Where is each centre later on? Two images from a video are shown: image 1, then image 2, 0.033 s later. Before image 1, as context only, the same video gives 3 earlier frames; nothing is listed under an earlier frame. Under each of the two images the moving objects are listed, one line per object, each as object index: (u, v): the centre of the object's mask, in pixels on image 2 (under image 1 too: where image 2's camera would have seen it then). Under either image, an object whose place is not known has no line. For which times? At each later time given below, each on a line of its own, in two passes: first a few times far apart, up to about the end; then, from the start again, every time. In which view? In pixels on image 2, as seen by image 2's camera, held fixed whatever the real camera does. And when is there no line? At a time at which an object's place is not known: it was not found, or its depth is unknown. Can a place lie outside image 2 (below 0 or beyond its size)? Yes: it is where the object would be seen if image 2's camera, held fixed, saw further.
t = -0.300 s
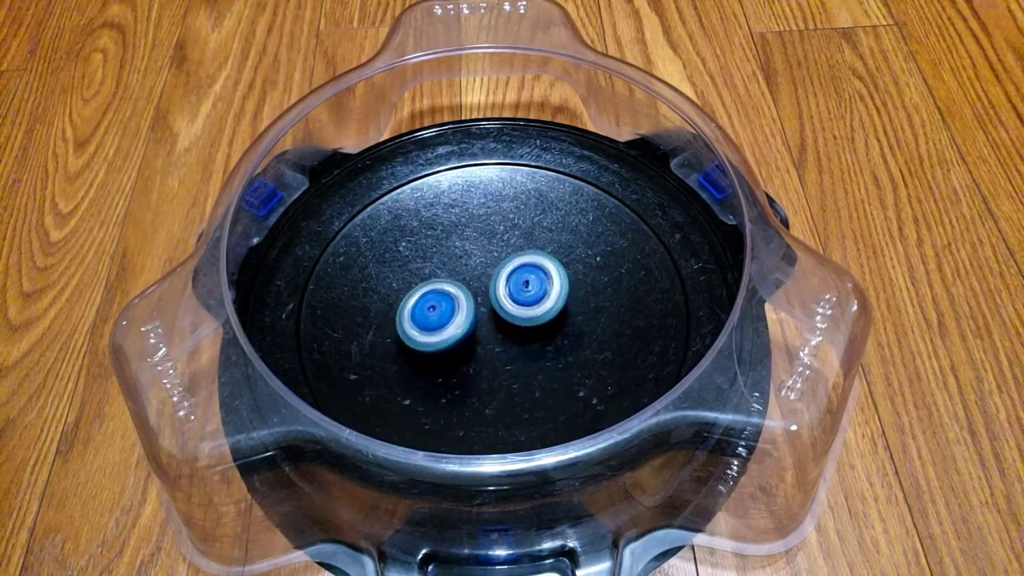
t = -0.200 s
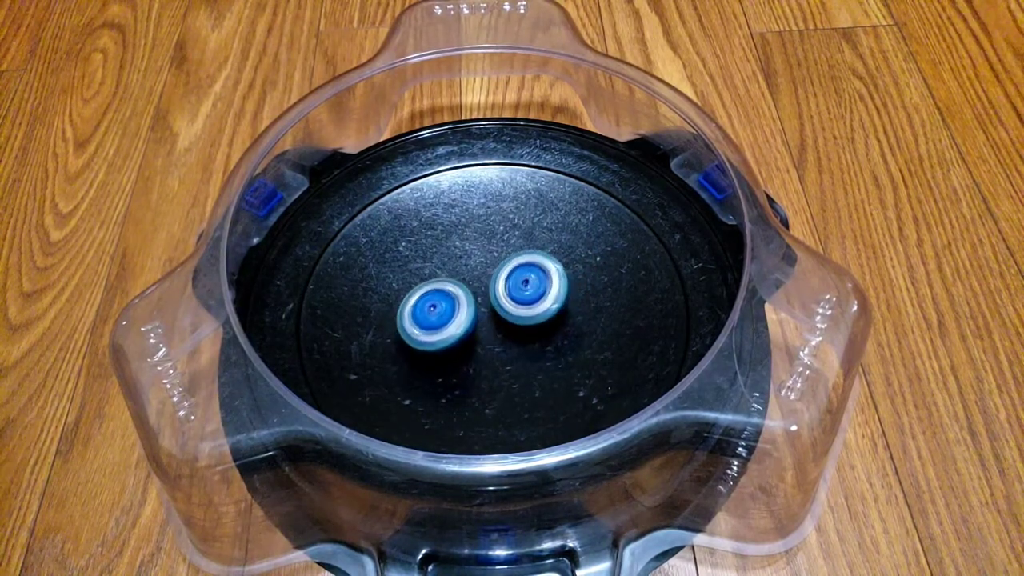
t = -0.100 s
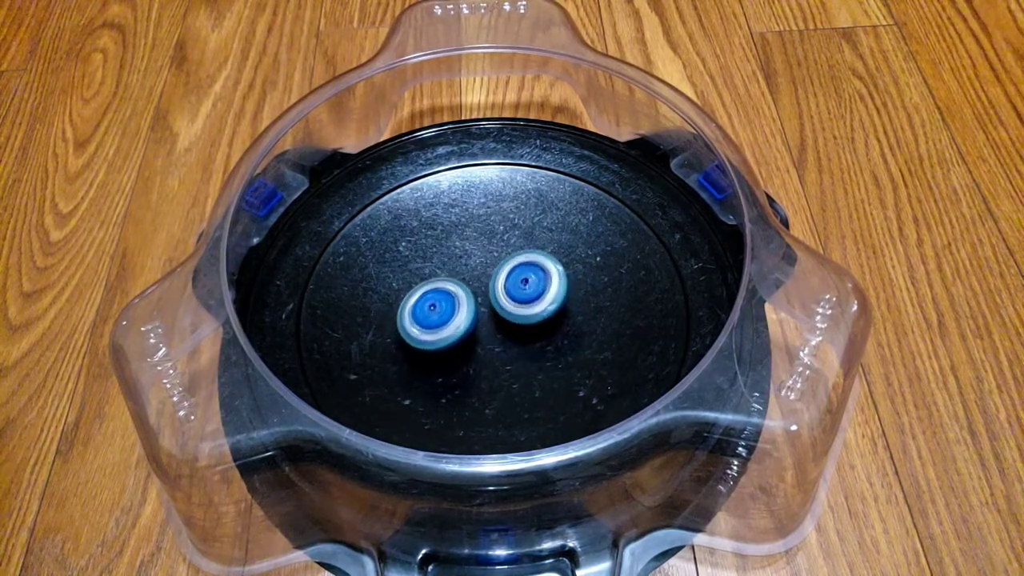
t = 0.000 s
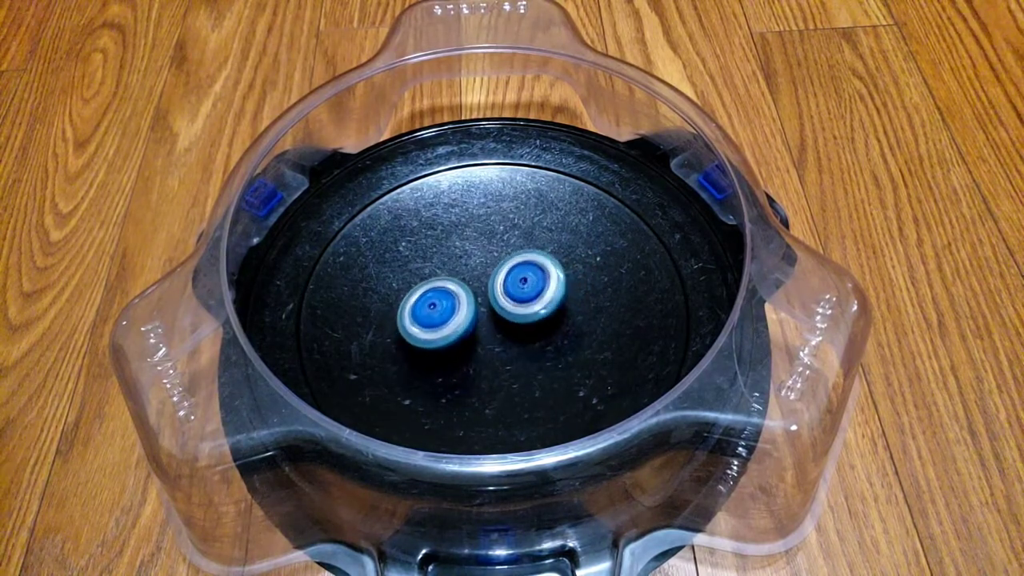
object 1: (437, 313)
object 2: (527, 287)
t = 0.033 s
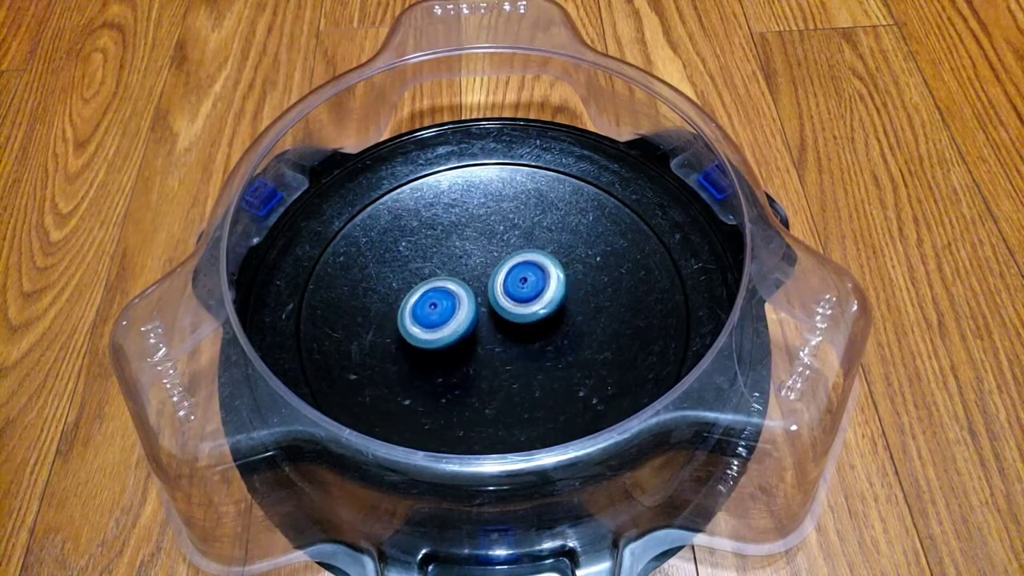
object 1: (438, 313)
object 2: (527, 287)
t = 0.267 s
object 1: (438, 313)
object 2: (526, 286)
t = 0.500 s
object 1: (439, 311)
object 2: (525, 285)
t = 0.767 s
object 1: (440, 310)
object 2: (524, 285)
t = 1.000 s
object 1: (441, 308)
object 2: (523, 285)
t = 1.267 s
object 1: (443, 307)
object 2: (524, 284)
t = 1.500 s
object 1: (444, 307)
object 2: (525, 284)
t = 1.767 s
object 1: (446, 307)
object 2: (527, 284)
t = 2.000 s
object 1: (447, 307)
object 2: (530, 284)
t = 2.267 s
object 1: (449, 307)
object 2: (534, 287)
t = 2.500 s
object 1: (450, 309)
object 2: (536, 289)
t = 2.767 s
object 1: (450, 310)
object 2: (537, 294)
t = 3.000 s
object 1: (452, 310)
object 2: (535, 298)
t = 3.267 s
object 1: (412, 311)
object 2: (584, 286)
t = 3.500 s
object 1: (423, 314)
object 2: (562, 286)
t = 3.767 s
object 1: (433, 319)
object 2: (552, 280)
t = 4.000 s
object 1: (437, 321)
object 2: (548, 277)
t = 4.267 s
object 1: (440, 323)
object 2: (545, 275)
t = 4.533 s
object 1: (443, 324)
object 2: (545, 276)
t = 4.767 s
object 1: (445, 325)
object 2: (537, 281)
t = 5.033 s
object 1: (444, 326)
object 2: (512, 290)
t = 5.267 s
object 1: (419, 328)
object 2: (524, 308)
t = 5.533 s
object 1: (419, 326)
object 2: (525, 317)
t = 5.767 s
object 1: (418, 325)
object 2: (524, 323)
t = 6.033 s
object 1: (418, 323)
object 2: (517, 327)
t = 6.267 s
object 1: (419, 322)
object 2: (506, 327)
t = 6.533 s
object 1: (422, 322)
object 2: (500, 321)
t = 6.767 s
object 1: (423, 320)
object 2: (499, 314)
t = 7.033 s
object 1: (426, 316)
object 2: (510, 315)
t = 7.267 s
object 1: (428, 317)
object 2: (520, 314)
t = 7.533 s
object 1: (433, 320)
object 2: (525, 316)
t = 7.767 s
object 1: (443, 314)
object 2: (528, 320)
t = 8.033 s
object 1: (446, 307)
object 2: (524, 333)
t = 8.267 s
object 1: (442, 306)
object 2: (526, 319)
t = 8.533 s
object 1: (408, 277)
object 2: (620, 331)
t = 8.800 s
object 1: (418, 281)
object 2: (582, 317)
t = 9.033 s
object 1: (427, 286)
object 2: (496, 305)
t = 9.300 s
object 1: (432, 277)
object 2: (493, 320)
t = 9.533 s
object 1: (441, 292)
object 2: (516, 330)
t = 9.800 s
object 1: (444, 306)
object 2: (519, 334)
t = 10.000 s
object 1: (452, 300)
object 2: (517, 334)
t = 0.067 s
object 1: (437, 313)
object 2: (527, 286)
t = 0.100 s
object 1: (438, 313)
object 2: (527, 286)
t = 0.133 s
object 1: (438, 313)
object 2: (527, 286)
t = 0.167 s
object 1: (438, 313)
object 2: (527, 286)
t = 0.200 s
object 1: (438, 314)
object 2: (527, 286)
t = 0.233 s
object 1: (438, 313)
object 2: (526, 286)
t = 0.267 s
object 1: (438, 313)
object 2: (526, 286)
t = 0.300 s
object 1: (438, 313)
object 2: (526, 285)
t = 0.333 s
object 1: (438, 313)
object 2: (525, 285)
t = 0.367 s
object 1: (438, 313)
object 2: (525, 285)
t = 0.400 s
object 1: (438, 313)
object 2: (525, 285)
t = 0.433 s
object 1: (438, 312)
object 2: (525, 285)
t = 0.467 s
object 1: (439, 312)
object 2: (525, 285)
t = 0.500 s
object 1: (439, 311)
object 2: (525, 285)
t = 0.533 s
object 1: (439, 311)
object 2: (525, 285)
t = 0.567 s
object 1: (439, 311)
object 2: (525, 285)
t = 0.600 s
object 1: (439, 310)
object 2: (524, 285)
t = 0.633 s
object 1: (439, 311)
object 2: (524, 285)
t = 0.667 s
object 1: (439, 310)
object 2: (524, 285)
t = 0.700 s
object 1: (440, 310)
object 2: (524, 285)
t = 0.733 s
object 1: (440, 310)
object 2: (524, 285)
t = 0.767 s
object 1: (440, 310)
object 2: (524, 285)
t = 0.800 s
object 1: (440, 310)
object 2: (524, 285)
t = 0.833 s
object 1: (440, 310)
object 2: (524, 284)
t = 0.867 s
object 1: (440, 309)
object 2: (524, 285)
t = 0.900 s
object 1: (440, 309)
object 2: (523, 285)
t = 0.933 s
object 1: (441, 309)
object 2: (523, 285)
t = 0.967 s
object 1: (441, 309)
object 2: (523, 285)
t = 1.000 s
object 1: (441, 308)
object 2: (523, 285)
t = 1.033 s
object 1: (442, 308)
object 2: (523, 285)
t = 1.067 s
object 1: (441, 309)
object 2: (524, 284)
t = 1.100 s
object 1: (442, 308)
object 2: (524, 285)
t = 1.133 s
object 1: (442, 309)
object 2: (524, 285)
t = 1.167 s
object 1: (442, 308)
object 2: (524, 284)
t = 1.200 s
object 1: (442, 308)
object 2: (524, 284)
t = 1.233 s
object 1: (443, 308)
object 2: (524, 284)
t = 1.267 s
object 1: (443, 307)
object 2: (524, 284)
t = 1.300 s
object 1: (443, 308)
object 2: (524, 284)
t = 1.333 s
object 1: (443, 307)
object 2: (524, 284)
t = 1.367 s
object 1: (443, 308)
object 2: (524, 284)
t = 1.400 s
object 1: (443, 307)
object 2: (525, 284)
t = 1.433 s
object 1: (444, 307)
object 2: (525, 284)
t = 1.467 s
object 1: (444, 307)
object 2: (525, 284)
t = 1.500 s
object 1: (444, 307)
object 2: (525, 284)
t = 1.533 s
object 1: (444, 307)
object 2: (526, 283)
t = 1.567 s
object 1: (444, 307)
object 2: (526, 284)
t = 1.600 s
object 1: (445, 307)
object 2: (526, 284)
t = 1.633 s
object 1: (445, 307)
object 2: (526, 284)
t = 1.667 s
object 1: (445, 307)
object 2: (526, 284)
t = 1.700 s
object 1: (445, 307)
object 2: (526, 284)
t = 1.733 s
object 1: (446, 307)
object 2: (526, 284)
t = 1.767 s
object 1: (446, 307)
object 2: (527, 284)
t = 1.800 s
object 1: (446, 307)
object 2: (528, 284)
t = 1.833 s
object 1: (446, 307)
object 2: (528, 284)
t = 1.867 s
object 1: (447, 308)
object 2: (528, 284)
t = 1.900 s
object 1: (446, 307)
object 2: (529, 284)
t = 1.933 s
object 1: (446, 308)
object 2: (529, 284)
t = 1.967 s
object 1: (447, 307)
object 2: (530, 284)
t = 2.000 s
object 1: (447, 307)
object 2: (530, 284)
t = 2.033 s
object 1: (447, 307)
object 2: (530, 285)
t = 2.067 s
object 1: (447, 307)
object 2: (530, 284)
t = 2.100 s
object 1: (448, 308)
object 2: (531, 285)
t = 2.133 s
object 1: (448, 307)
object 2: (531, 285)
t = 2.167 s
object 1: (448, 307)
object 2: (532, 285)
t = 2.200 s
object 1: (448, 308)
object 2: (532, 286)
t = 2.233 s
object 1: (448, 307)
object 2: (533, 286)
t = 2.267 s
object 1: (449, 307)
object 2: (534, 287)
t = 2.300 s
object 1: (448, 308)
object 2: (534, 287)
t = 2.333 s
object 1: (449, 308)
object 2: (534, 287)
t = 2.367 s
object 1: (449, 308)
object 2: (534, 288)
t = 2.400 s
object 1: (449, 308)
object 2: (535, 288)
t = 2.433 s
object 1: (449, 308)
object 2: (535, 288)
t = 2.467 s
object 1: (450, 308)
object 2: (535, 288)
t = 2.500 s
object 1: (450, 309)
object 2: (536, 289)
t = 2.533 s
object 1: (450, 308)
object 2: (536, 289)
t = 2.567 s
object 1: (450, 309)
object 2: (536, 290)
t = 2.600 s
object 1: (450, 309)
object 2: (536, 290)
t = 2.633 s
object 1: (450, 309)
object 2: (536, 291)
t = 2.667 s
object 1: (450, 309)
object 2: (536, 292)
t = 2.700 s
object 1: (450, 309)
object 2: (536, 292)
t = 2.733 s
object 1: (451, 309)
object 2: (537, 293)
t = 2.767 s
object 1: (450, 310)
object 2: (537, 294)
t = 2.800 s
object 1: (451, 309)
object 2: (536, 294)
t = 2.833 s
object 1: (451, 310)
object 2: (536, 295)
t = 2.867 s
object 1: (451, 310)
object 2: (536, 295)
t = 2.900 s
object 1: (451, 310)
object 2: (536, 296)
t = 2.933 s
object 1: (452, 310)
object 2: (535, 297)
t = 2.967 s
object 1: (452, 310)
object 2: (535, 297)
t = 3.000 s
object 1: (452, 310)
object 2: (535, 298)
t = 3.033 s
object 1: (452, 310)
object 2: (535, 299)
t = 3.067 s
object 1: (453, 310)
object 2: (534, 299)
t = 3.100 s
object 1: (448, 310)
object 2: (539, 299)
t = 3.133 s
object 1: (430, 306)
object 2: (560, 299)
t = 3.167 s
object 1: (417, 306)
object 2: (574, 296)
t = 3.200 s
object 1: (412, 308)
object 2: (582, 292)
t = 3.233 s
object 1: (412, 311)
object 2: (584, 288)
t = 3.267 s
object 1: (412, 311)
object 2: (584, 286)
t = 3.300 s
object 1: (413, 311)
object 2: (582, 288)
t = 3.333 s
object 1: (415, 312)
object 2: (579, 289)
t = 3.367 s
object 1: (417, 312)
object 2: (575, 288)
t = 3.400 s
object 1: (419, 313)
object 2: (571, 287)
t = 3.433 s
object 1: (420, 313)
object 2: (568, 287)
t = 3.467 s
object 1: (421, 314)
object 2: (565, 287)
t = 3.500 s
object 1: (423, 314)
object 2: (562, 286)
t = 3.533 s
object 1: (425, 313)
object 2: (560, 285)
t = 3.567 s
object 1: (426, 314)
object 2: (558, 284)
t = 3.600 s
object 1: (427, 315)
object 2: (557, 283)
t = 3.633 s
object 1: (428, 315)
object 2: (555, 283)
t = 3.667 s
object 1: (429, 316)
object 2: (555, 282)
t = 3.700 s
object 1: (430, 317)
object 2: (554, 282)
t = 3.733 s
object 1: (431, 318)
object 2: (553, 281)
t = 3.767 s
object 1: (433, 319)
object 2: (552, 280)
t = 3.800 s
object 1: (434, 320)
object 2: (551, 280)
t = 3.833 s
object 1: (436, 320)
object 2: (550, 279)
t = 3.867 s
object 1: (436, 320)
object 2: (550, 278)
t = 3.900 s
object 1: (437, 321)
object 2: (549, 278)
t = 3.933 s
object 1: (437, 321)
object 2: (549, 277)
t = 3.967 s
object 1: (437, 321)
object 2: (548, 277)
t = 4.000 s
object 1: (437, 321)
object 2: (548, 277)
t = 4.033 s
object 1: (438, 321)
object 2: (547, 277)
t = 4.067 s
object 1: (438, 321)
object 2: (547, 277)
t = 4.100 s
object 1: (439, 322)
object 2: (546, 277)
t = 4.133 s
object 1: (439, 322)
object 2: (546, 276)
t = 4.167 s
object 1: (439, 323)
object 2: (546, 276)
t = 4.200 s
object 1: (439, 323)
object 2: (545, 275)
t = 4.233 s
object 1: (439, 323)
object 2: (545, 275)
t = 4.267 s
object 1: (440, 323)
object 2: (545, 275)
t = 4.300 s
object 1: (441, 323)
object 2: (545, 275)
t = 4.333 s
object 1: (441, 323)
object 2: (545, 275)
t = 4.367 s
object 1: (442, 324)
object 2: (545, 274)
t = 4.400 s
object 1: (442, 324)
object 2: (545, 275)
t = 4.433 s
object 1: (442, 324)
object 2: (545, 275)
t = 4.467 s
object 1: (442, 324)
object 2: (545, 275)
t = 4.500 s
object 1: (442, 324)
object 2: (545, 275)
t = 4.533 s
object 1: (443, 324)
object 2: (545, 276)
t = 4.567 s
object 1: (444, 324)
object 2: (545, 276)
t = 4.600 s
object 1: (444, 324)
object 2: (545, 276)
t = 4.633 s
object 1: (445, 325)
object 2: (544, 276)
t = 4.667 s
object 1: (445, 325)
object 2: (543, 277)
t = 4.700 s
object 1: (445, 325)
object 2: (541, 277)
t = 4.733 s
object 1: (445, 325)
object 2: (538, 279)
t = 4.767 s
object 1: (445, 325)
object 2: (537, 281)
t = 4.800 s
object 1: (445, 326)
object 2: (533, 284)
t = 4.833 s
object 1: (445, 326)
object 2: (528, 287)
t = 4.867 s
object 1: (444, 326)
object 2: (524, 289)
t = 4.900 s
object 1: (444, 326)
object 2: (521, 289)
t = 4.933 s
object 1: (444, 326)
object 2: (519, 289)
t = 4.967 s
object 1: (444, 326)
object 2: (517, 290)
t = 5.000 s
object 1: (444, 326)
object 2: (514, 290)
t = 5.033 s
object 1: (444, 326)
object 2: (512, 290)
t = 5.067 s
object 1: (444, 327)
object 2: (509, 291)
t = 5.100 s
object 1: (438, 329)
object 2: (510, 290)
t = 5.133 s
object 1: (435, 329)
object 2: (512, 291)
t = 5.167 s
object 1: (435, 328)
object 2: (511, 297)
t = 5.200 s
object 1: (436, 328)
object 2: (511, 299)
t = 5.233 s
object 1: (429, 330)
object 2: (516, 304)
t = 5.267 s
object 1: (419, 328)
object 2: (524, 308)
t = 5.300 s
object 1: (415, 326)
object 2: (526, 313)
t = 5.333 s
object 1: (417, 324)
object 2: (525, 315)
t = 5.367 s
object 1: (419, 325)
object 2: (523, 315)
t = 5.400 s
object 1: (419, 326)
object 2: (524, 315)
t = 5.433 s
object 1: (419, 326)
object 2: (525, 315)
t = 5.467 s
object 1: (419, 325)
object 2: (525, 315)
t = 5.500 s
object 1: (419, 325)
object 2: (525, 316)
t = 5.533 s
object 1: (419, 326)
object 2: (525, 317)
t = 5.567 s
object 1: (418, 325)
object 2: (526, 318)
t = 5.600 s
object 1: (418, 325)
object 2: (526, 318)
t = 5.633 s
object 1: (418, 325)
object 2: (526, 319)
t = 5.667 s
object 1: (418, 325)
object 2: (526, 320)
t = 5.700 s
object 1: (418, 325)
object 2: (526, 321)
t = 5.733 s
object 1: (418, 325)
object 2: (525, 322)
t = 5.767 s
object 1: (418, 325)
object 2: (524, 323)
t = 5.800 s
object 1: (418, 324)
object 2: (524, 323)
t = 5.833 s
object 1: (418, 325)
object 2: (524, 325)
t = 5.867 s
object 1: (418, 324)
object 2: (523, 325)
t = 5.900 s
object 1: (418, 324)
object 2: (522, 325)
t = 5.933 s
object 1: (418, 324)
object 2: (521, 326)
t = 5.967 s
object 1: (418, 323)
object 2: (520, 327)
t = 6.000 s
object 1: (418, 323)
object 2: (518, 327)
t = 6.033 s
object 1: (418, 323)
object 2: (517, 327)
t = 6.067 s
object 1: (418, 323)
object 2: (516, 328)
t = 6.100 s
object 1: (419, 323)
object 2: (514, 329)
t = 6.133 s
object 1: (419, 323)
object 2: (512, 328)
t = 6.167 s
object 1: (419, 323)
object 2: (510, 328)
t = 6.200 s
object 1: (419, 323)
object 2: (509, 328)
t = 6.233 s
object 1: (419, 322)
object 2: (508, 328)
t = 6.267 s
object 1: (419, 322)
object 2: (506, 327)
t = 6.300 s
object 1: (420, 322)
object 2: (505, 327)
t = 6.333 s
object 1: (420, 322)
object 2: (504, 327)
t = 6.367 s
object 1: (420, 322)
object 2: (503, 325)
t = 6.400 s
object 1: (420, 322)
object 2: (503, 325)
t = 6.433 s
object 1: (420, 322)
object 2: (501, 325)
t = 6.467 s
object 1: (421, 322)
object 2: (500, 323)
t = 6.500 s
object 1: (421, 322)
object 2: (500, 322)
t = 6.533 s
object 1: (422, 322)
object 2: (500, 321)
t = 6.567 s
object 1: (422, 322)
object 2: (500, 320)
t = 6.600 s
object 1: (422, 321)
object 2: (499, 319)
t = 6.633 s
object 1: (422, 321)
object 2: (499, 318)
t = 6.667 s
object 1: (423, 321)
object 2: (499, 317)
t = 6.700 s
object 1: (423, 321)
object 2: (500, 317)
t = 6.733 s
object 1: (423, 320)
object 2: (499, 316)
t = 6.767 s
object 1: (423, 320)
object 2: (499, 314)
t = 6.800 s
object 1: (423, 319)
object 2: (500, 313)
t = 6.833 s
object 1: (424, 318)
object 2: (502, 313)
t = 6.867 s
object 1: (424, 317)
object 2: (503, 314)
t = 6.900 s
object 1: (423, 317)
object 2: (503, 314)
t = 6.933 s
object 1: (420, 316)
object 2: (509, 316)
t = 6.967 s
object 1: (422, 316)
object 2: (512, 317)
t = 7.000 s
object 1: (425, 315)
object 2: (511, 316)
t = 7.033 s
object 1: (426, 316)
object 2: (510, 315)
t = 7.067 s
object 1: (425, 316)
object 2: (513, 315)
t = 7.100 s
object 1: (423, 316)
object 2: (517, 315)
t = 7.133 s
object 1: (425, 317)
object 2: (516, 317)
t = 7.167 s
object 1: (426, 317)
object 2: (515, 316)
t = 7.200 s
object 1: (427, 317)
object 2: (515, 315)
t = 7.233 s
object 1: (427, 317)
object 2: (518, 314)
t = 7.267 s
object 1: (428, 317)
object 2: (520, 314)
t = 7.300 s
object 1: (428, 318)
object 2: (521, 315)
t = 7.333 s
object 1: (428, 318)
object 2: (520, 315)
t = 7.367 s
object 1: (429, 319)
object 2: (522, 315)
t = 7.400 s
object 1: (429, 320)
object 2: (522, 314)
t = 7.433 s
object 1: (429, 320)
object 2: (522, 315)
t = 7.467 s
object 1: (431, 320)
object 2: (523, 315)
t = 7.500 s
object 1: (432, 320)
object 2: (525, 315)
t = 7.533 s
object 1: (433, 320)
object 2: (525, 316)
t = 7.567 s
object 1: (434, 319)
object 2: (525, 316)
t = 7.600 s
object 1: (434, 319)
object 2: (526, 316)
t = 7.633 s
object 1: (435, 319)
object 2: (527, 317)
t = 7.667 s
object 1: (437, 318)
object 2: (527, 318)
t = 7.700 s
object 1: (439, 317)
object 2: (526, 319)
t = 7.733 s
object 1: (441, 316)
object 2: (526, 319)
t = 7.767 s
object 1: (443, 314)
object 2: (528, 320)
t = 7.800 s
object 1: (445, 313)
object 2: (528, 321)
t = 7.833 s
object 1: (445, 313)
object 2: (528, 324)
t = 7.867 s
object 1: (445, 313)
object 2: (527, 326)
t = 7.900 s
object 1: (446, 313)
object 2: (527, 328)
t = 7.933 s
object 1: (446, 311)
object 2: (526, 330)
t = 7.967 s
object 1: (444, 308)
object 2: (527, 334)
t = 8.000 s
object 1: (444, 308)
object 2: (526, 332)
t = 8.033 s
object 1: (446, 307)
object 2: (524, 333)
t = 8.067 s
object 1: (444, 306)
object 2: (526, 333)
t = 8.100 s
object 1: (444, 302)
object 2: (528, 331)
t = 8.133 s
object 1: (445, 302)
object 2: (529, 330)
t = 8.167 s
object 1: (446, 303)
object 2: (530, 322)
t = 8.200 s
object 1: (445, 305)
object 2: (529, 319)
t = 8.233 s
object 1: (443, 306)
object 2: (528, 317)
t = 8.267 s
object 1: (442, 306)
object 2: (526, 319)
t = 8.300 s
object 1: (441, 306)
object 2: (523, 321)
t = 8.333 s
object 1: (421, 295)
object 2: (540, 327)
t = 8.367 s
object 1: (407, 287)
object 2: (560, 335)
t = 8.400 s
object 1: (399, 281)
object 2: (577, 337)
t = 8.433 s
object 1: (397, 278)
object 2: (593, 337)
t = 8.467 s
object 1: (402, 277)
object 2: (607, 332)
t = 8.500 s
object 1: (405, 277)
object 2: (618, 331)
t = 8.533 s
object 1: (408, 277)
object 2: (620, 331)
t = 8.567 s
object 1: (411, 277)
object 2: (617, 329)
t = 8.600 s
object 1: (413, 277)
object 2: (612, 329)
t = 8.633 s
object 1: (415, 278)
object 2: (607, 321)
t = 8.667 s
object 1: (416, 279)
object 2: (605, 315)
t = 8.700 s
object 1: (416, 280)
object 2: (601, 312)
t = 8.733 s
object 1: (416, 280)
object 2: (598, 311)
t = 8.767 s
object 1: (416, 280)
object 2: (591, 312)
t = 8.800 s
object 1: (418, 281)
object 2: (582, 317)
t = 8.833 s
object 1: (420, 281)
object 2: (572, 317)
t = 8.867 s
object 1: (421, 281)
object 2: (560, 317)
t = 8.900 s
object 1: (423, 283)
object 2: (546, 316)
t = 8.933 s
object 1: (426, 283)
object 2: (533, 315)
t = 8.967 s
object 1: (427, 285)
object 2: (520, 311)
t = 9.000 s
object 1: (428, 286)
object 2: (508, 307)
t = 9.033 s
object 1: (427, 286)
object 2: (496, 305)
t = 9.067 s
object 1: (423, 280)
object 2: (496, 308)
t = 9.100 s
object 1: (416, 277)
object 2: (497, 313)
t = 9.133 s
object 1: (415, 278)
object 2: (500, 318)
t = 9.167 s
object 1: (417, 280)
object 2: (502, 320)
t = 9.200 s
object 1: (419, 278)
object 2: (501, 321)
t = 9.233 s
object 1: (421, 277)
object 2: (498, 321)
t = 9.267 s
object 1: (428, 276)
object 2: (495, 320)
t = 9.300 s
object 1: (432, 277)
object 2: (493, 320)
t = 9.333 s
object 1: (434, 275)
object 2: (497, 323)
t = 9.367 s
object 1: (434, 271)
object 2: (507, 329)
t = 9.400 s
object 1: (434, 274)
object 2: (516, 331)
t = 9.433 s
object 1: (435, 273)
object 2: (520, 330)
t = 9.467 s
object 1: (435, 278)
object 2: (520, 329)
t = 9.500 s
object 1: (439, 287)
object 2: (517, 330)
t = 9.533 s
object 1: (441, 292)
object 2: (516, 330)
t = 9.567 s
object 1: (444, 303)
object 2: (517, 330)
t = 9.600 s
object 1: (444, 308)
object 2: (518, 330)
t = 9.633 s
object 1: (444, 312)
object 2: (518, 330)
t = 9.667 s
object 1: (443, 309)
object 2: (520, 332)
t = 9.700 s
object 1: (443, 309)
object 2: (519, 332)
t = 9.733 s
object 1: (444, 307)
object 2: (518, 333)
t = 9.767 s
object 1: (445, 307)
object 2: (517, 332)
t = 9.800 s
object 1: (444, 306)
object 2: (519, 334)
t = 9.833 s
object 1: (444, 306)
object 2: (518, 334)
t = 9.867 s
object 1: (445, 304)
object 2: (518, 334)
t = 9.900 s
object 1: (446, 304)
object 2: (517, 334)
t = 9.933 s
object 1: (448, 304)
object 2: (517, 334)
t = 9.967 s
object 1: (451, 304)
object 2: (517, 334)
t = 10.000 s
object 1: (452, 300)
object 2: (517, 334)
